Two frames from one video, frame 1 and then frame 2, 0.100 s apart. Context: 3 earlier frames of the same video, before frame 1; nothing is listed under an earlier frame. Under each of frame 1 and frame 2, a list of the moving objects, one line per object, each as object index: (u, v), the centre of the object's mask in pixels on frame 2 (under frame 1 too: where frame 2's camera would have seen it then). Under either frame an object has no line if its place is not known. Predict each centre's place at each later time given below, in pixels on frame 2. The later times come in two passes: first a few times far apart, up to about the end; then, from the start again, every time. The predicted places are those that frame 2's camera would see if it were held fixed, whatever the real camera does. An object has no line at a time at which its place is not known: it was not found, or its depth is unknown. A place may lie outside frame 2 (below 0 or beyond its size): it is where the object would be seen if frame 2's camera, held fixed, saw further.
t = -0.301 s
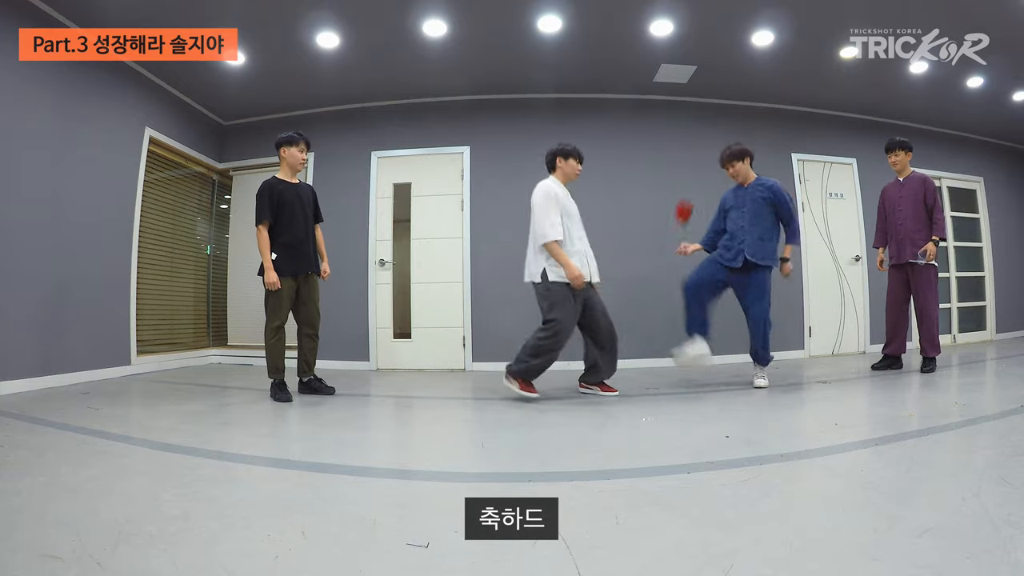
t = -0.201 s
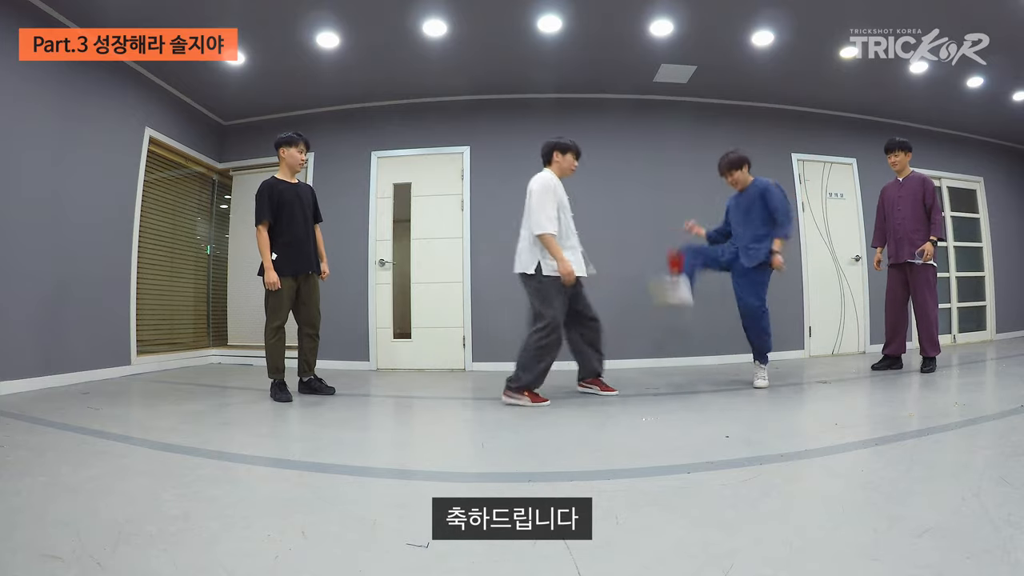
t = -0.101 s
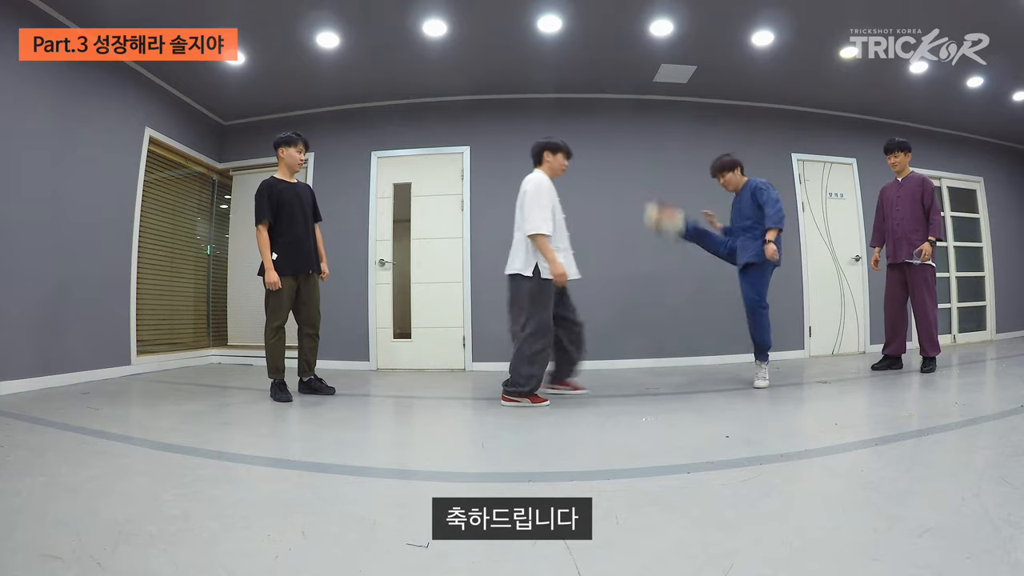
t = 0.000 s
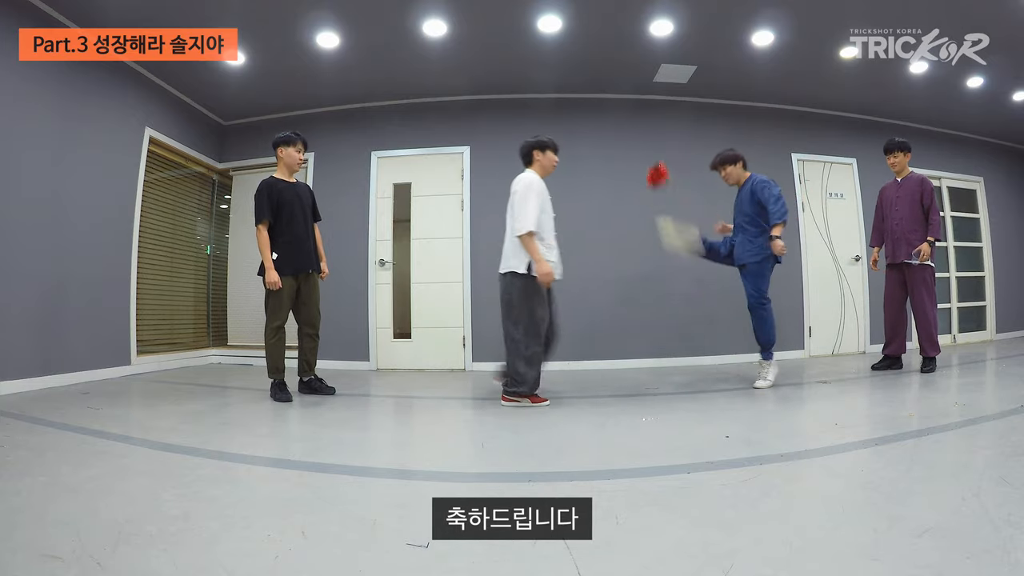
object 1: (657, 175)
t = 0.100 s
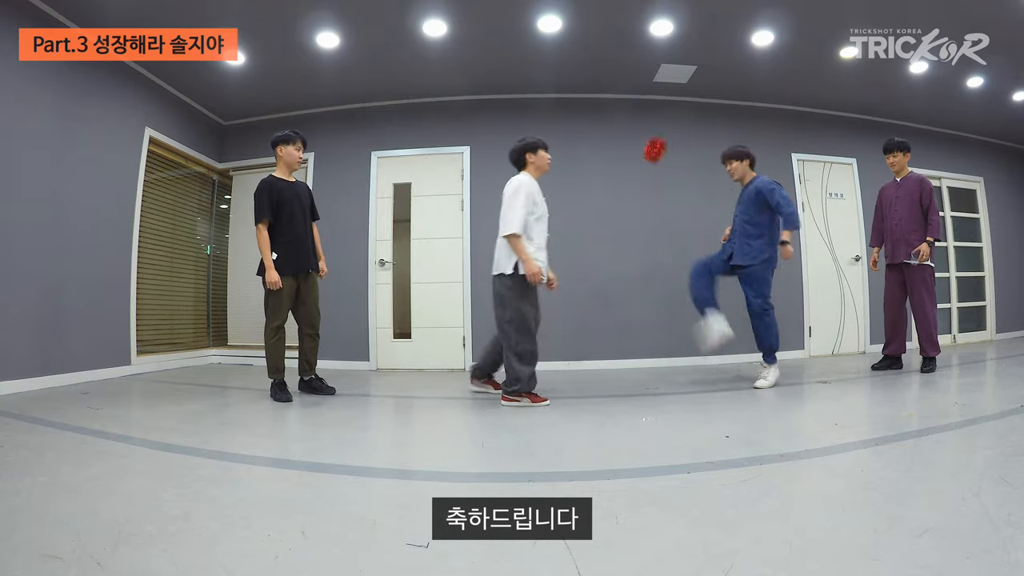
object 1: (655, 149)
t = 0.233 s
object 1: (651, 136)
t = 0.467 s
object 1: (651, 160)
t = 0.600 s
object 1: (651, 199)
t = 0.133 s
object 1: (653, 144)
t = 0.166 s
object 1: (653, 140)
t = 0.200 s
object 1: (651, 137)
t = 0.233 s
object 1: (651, 136)
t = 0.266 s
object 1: (650, 136)
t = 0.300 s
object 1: (650, 138)
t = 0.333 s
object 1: (650, 140)
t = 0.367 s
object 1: (650, 144)
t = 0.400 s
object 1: (650, 148)
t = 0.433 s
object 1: (651, 153)
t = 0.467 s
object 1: (651, 160)
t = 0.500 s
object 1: (652, 168)
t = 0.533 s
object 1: (651, 177)
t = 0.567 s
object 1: (651, 187)
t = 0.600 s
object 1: (651, 199)
